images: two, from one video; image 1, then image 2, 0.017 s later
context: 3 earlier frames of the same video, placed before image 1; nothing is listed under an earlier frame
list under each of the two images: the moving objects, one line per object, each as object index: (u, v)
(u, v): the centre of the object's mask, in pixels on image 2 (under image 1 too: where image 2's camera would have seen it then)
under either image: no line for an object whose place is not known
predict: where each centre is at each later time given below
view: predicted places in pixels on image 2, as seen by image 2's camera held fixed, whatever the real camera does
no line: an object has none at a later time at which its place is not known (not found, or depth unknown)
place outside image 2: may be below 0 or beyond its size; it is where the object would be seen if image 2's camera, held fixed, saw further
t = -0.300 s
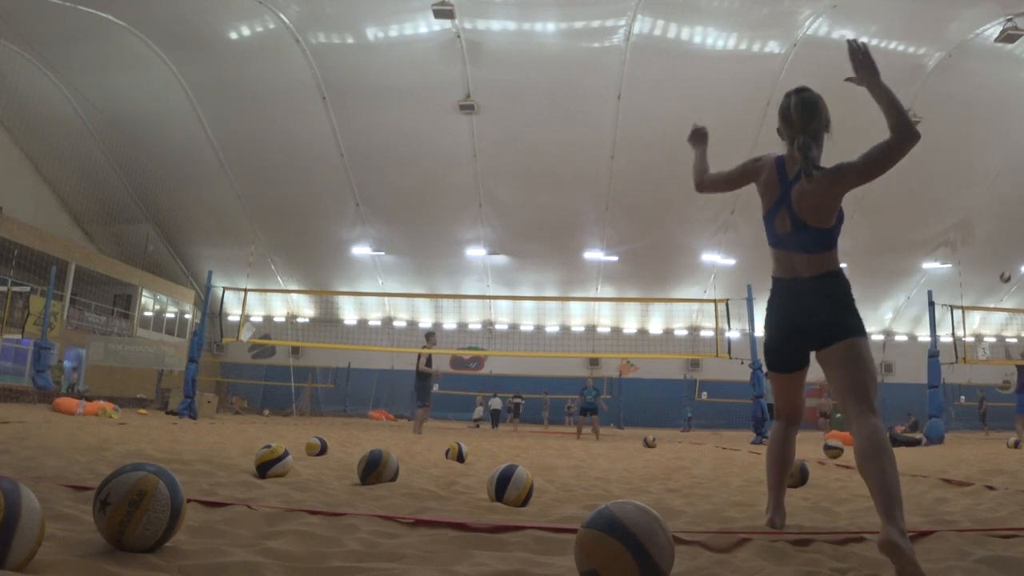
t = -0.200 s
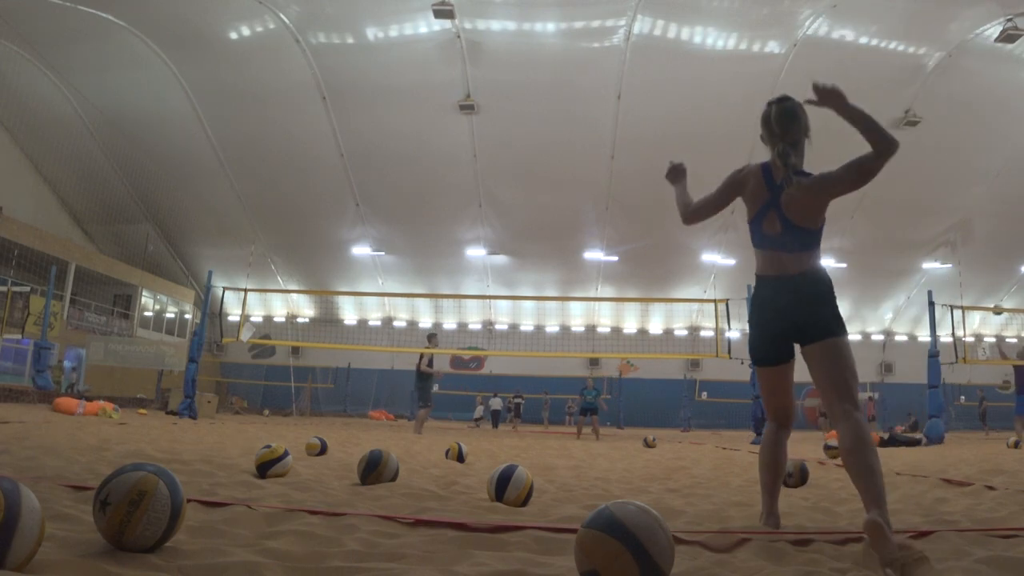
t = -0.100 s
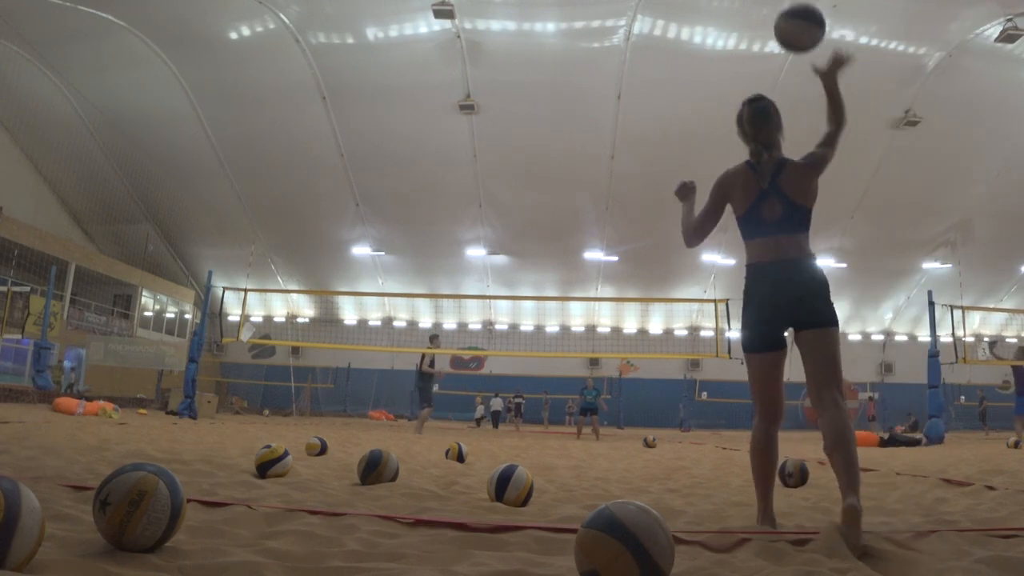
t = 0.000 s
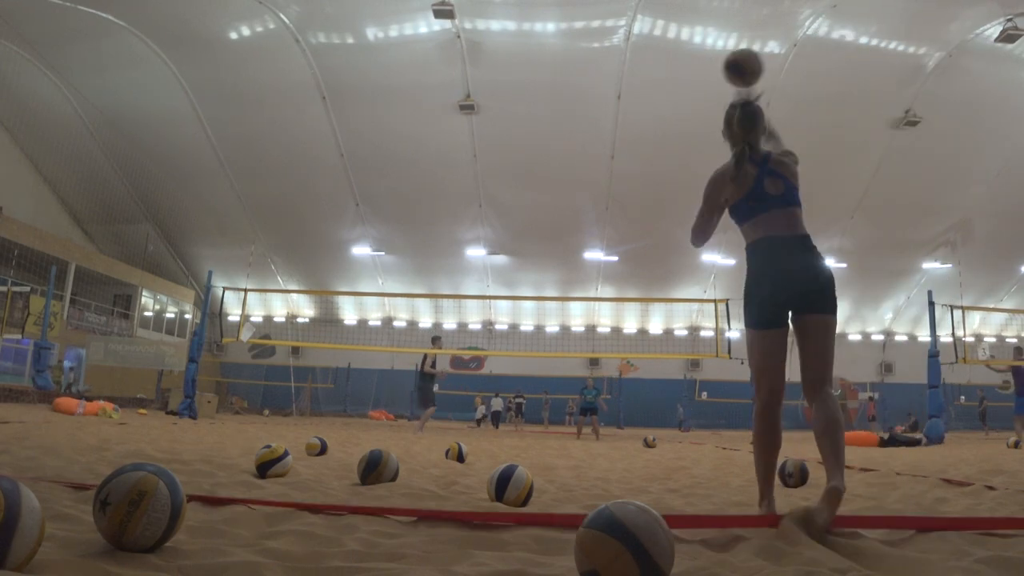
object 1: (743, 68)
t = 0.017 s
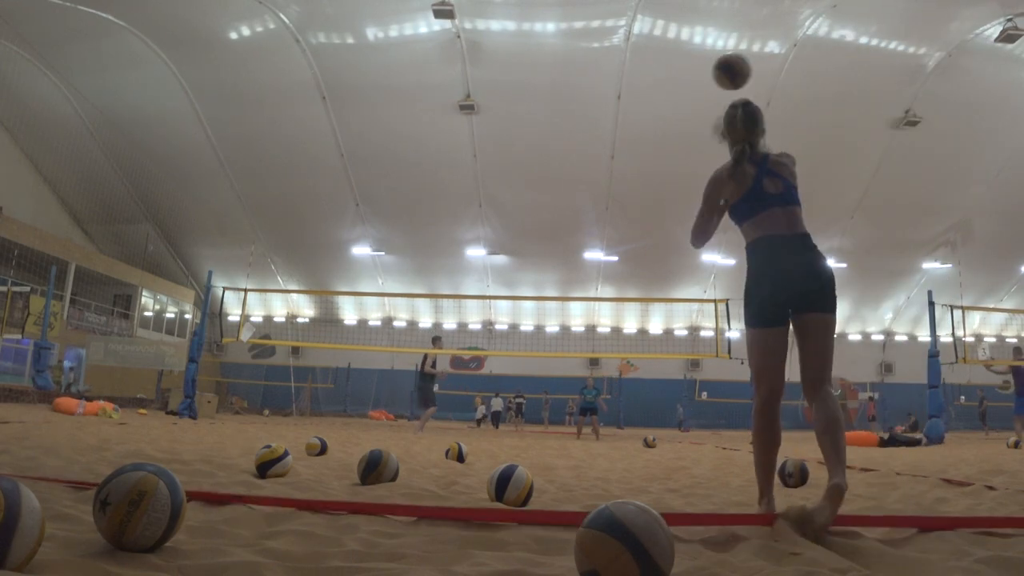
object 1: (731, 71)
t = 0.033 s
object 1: (721, 75)
